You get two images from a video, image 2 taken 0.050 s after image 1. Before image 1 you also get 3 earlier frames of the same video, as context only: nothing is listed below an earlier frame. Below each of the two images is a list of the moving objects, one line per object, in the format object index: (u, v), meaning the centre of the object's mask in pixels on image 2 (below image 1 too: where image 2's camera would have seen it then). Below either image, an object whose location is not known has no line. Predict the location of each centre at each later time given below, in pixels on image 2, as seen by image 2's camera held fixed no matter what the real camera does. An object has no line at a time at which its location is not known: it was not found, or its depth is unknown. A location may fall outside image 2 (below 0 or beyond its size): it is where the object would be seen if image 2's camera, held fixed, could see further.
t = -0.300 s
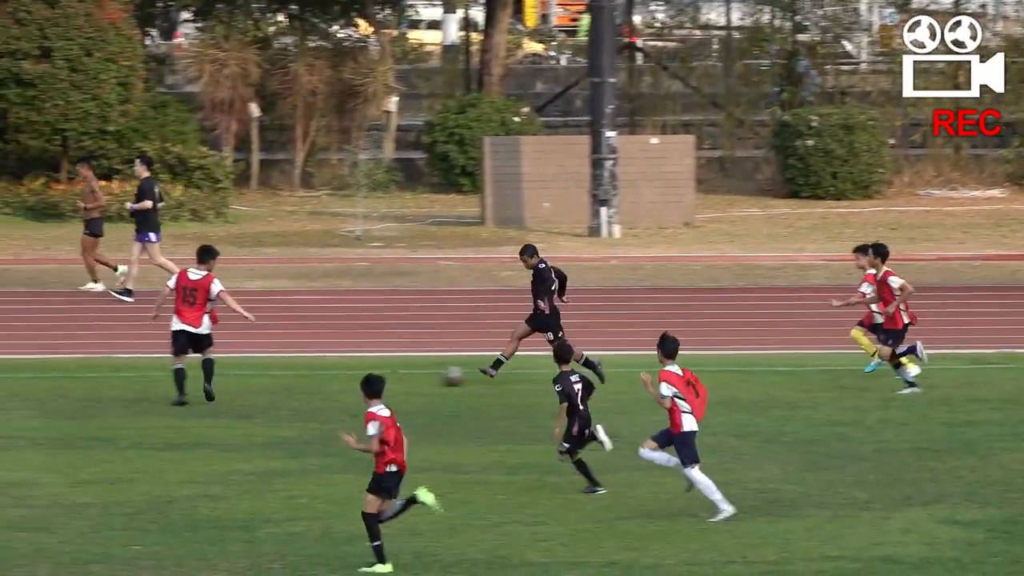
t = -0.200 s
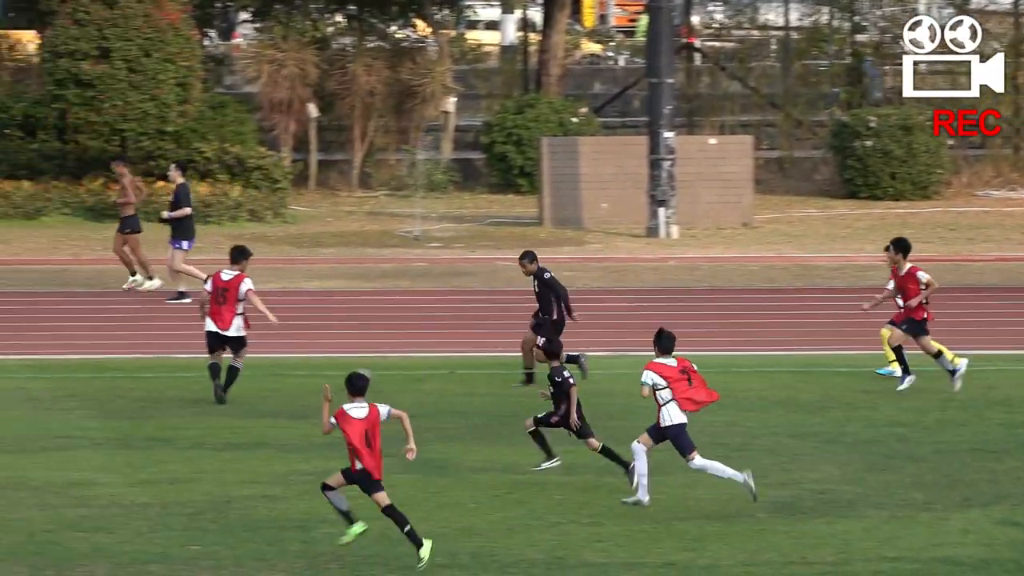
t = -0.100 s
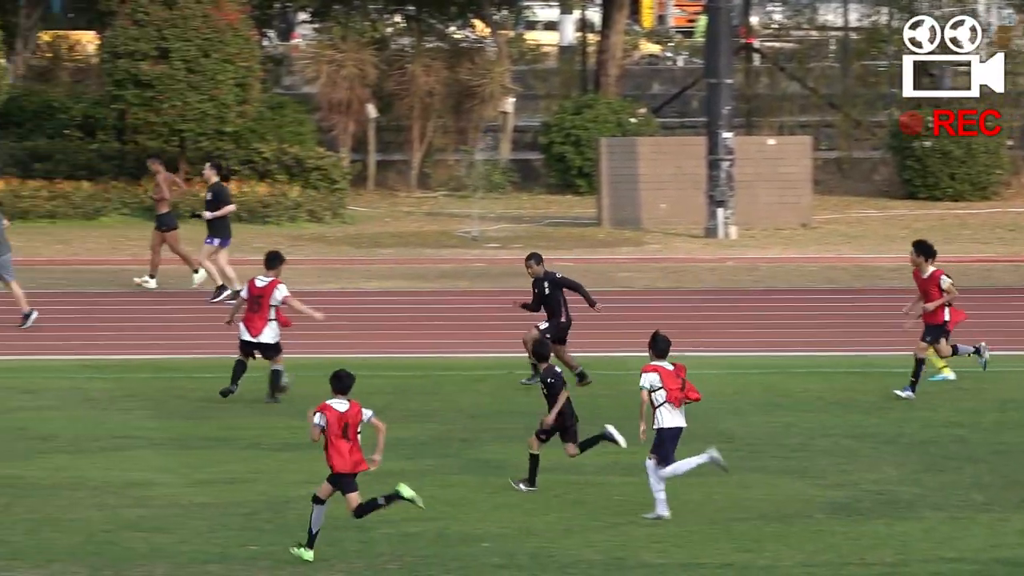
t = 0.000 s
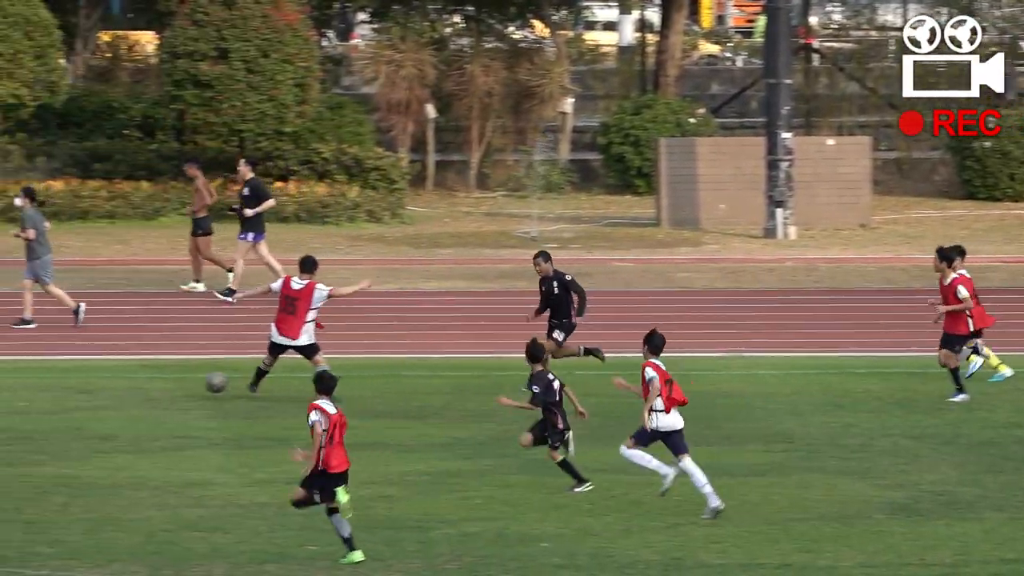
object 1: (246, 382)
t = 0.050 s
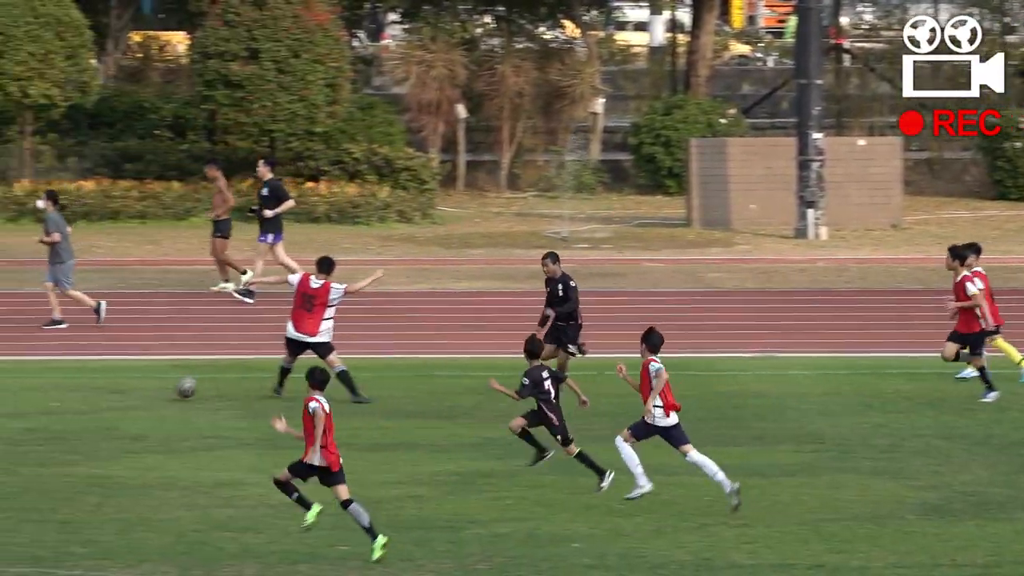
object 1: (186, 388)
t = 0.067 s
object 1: (166, 389)
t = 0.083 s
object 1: (146, 392)
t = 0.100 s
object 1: (126, 394)
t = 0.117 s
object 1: (108, 394)
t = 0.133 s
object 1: (91, 393)
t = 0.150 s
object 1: (74, 393)
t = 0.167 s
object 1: (57, 392)
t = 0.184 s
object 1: (39, 392)
